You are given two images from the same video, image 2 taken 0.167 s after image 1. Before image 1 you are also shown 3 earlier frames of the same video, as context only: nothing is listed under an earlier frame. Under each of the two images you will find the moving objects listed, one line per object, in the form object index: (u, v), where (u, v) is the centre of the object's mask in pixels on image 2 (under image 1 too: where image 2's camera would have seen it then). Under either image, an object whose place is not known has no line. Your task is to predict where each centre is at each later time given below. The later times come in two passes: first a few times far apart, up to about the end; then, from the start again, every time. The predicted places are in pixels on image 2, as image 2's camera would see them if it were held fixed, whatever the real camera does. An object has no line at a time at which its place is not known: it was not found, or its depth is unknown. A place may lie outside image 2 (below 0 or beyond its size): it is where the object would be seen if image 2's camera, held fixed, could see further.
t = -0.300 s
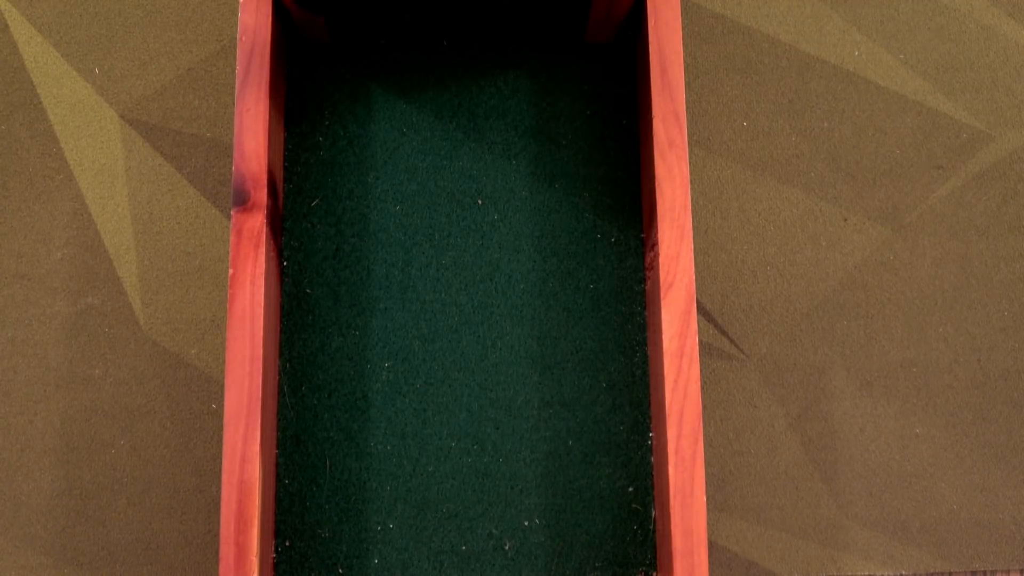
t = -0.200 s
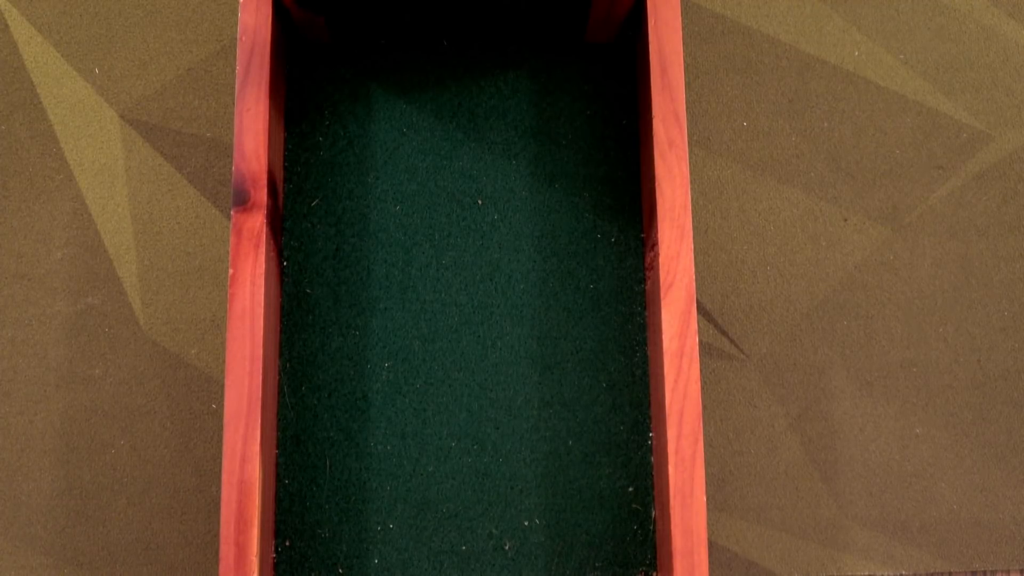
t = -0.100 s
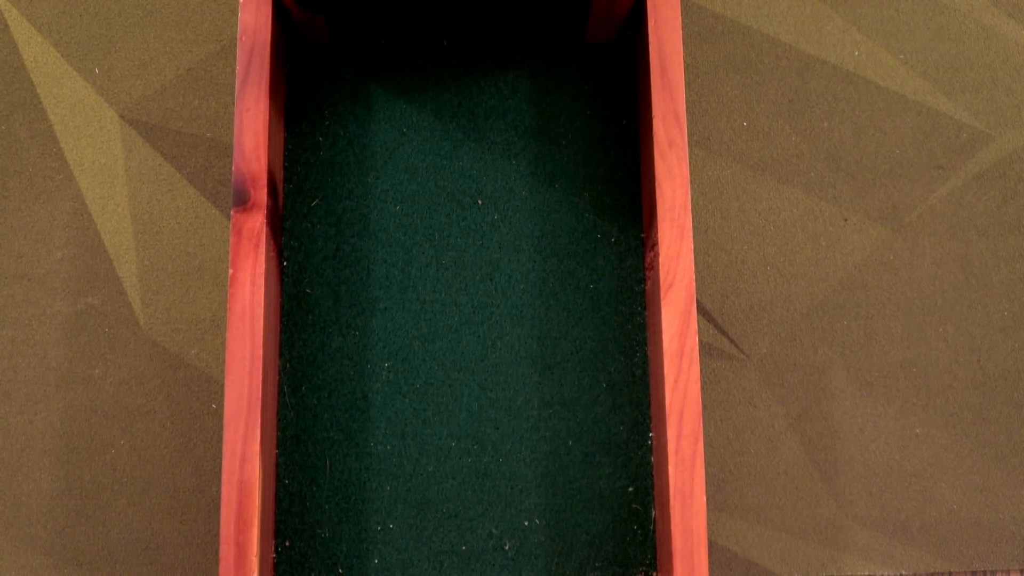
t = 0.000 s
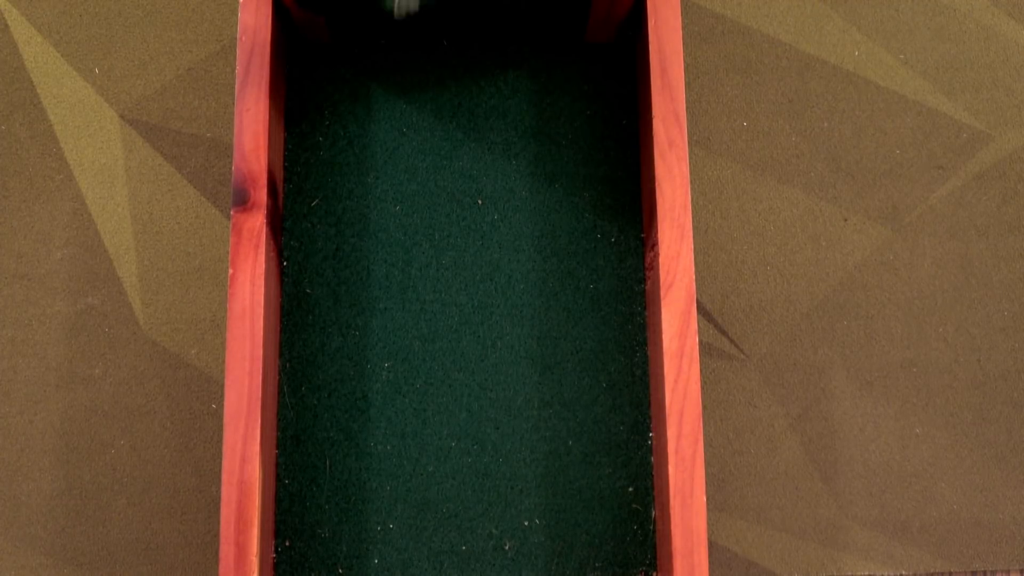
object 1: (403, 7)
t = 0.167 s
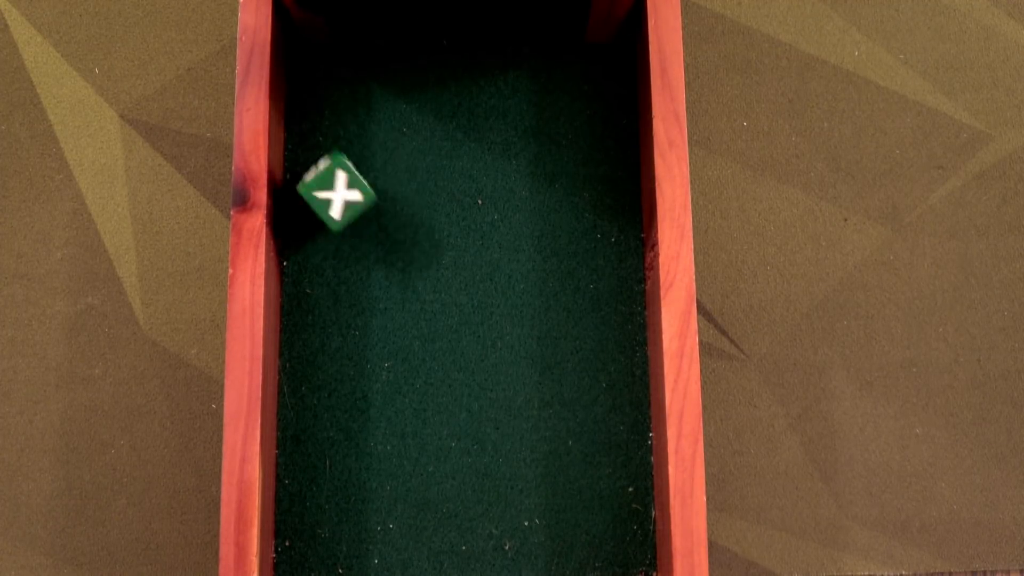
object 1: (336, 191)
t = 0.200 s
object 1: (343, 209)
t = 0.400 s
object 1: (323, 226)
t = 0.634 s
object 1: (323, 226)
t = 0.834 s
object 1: (323, 226)
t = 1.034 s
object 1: (323, 226)
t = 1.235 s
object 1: (323, 226)
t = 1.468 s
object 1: (323, 226)
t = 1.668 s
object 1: (323, 226)
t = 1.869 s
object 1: (323, 226)
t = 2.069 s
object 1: (323, 226)
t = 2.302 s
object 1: (323, 226)
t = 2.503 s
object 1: (323, 226)
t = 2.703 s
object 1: (323, 226)
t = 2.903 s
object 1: (323, 226)
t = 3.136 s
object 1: (323, 226)
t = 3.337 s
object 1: (323, 226)
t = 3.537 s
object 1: (323, 226)
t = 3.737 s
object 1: (323, 226)
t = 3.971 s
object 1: (323, 226)
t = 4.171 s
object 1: (323, 226)
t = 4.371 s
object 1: (323, 226)
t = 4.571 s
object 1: (323, 226)
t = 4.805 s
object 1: (323, 226)
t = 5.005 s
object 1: (323, 226)
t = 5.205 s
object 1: (323, 226)
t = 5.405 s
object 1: (323, 226)
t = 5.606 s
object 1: (323, 226)
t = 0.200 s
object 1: (343, 209)
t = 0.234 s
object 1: (340, 222)
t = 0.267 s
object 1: (330, 227)
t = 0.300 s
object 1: (324, 227)
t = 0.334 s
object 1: (323, 226)
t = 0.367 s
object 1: (323, 226)
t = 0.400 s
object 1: (323, 226)
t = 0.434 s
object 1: (323, 226)
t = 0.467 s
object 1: (323, 226)
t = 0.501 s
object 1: (323, 226)
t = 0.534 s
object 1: (323, 226)
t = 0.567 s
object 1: (323, 226)
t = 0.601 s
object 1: (323, 226)
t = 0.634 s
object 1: (323, 226)
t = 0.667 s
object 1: (323, 226)
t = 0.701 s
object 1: (323, 226)
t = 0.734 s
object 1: (323, 226)
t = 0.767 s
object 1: (323, 226)
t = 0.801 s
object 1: (323, 226)
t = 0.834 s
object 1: (323, 226)
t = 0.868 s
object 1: (323, 226)
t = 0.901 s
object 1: (323, 226)
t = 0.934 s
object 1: (323, 226)
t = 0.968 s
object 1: (323, 226)
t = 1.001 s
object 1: (323, 226)
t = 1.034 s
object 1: (323, 226)
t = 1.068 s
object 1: (323, 226)
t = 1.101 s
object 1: (323, 226)
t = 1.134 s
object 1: (323, 226)
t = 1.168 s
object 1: (323, 226)
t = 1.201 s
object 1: (323, 226)
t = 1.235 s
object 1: (323, 226)
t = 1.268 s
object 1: (323, 226)
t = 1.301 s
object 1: (323, 226)
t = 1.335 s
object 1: (323, 226)
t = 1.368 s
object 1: (323, 226)
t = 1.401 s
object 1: (323, 226)
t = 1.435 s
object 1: (323, 226)
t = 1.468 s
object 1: (323, 226)
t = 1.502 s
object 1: (323, 226)
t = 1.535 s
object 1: (323, 226)
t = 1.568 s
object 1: (323, 226)
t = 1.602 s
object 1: (323, 226)
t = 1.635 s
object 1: (323, 226)
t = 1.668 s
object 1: (323, 226)
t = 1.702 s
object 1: (323, 226)
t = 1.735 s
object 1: (323, 226)
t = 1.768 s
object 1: (323, 226)
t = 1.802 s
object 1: (323, 226)
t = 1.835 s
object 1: (323, 226)
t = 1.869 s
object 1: (323, 226)
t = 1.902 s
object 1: (323, 226)
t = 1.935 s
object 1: (323, 226)
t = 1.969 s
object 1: (323, 226)
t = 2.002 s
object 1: (323, 226)
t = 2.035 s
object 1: (323, 226)
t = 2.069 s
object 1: (323, 226)
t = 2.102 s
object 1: (323, 226)
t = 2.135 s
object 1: (323, 226)
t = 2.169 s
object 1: (323, 226)
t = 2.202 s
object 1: (323, 226)
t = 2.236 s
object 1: (323, 226)
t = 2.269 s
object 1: (323, 226)
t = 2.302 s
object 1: (323, 226)
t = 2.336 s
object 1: (323, 226)
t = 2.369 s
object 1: (323, 226)
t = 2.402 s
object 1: (323, 226)
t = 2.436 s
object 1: (323, 226)
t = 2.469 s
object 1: (323, 226)
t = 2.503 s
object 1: (323, 226)
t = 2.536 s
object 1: (323, 226)
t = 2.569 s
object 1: (323, 226)
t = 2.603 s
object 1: (323, 226)
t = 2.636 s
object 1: (323, 226)
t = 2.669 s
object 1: (323, 226)
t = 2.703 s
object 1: (323, 226)
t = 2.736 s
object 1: (323, 226)
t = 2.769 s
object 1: (323, 226)
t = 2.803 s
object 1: (323, 226)
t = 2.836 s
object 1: (323, 226)
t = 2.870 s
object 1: (323, 226)
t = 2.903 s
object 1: (323, 226)
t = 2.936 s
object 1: (323, 226)
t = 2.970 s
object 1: (323, 226)
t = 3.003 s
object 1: (323, 226)
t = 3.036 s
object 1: (323, 226)
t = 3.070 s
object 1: (323, 226)
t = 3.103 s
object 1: (323, 226)
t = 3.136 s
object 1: (323, 226)
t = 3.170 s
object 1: (323, 226)
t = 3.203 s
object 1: (323, 226)
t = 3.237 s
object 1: (323, 226)
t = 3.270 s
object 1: (323, 226)
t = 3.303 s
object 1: (323, 226)
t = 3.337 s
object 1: (323, 226)
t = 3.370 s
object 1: (323, 226)
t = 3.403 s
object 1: (323, 226)
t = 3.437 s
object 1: (323, 226)
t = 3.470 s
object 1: (323, 226)
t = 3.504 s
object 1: (323, 226)
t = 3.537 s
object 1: (323, 226)
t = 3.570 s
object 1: (323, 226)
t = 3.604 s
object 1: (323, 226)
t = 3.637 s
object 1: (323, 226)
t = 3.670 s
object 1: (323, 226)
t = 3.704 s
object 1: (323, 226)
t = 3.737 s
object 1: (323, 226)
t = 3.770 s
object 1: (323, 226)
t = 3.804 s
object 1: (323, 226)
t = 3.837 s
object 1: (323, 226)
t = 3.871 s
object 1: (323, 226)
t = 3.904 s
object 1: (323, 226)
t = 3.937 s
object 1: (323, 226)
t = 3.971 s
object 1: (323, 226)
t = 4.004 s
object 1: (323, 226)
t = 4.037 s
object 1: (323, 226)
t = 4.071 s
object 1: (323, 226)
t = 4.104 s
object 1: (323, 226)
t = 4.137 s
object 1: (323, 226)
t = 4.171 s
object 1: (323, 226)
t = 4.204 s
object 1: (323, 226)
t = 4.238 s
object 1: (323, 226)
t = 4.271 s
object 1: (323, 226)
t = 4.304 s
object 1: (323, 226)
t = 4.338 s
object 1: (323, 226)
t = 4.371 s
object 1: (323, 226)
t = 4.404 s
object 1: (323, 226)
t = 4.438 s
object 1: (323, 226)
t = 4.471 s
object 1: (323, 226)
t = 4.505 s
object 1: (323, 226)
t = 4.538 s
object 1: (323, 226)
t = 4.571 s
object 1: (323, 226)
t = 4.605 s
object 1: (323, 226)
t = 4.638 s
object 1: (323, 226)
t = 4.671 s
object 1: (323, 226)
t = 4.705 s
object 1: (323, 226)
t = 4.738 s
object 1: (323, 226)
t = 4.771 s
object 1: (323, 226)
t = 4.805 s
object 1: (323, 226)
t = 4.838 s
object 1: (323, 226)
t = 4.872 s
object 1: (323, 226)
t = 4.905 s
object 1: (323, 226)
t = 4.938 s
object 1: (323, 226)
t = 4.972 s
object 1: (323, 226)
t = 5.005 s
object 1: (323, 226)
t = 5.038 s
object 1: (323, 226)
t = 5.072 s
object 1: (323, 226)
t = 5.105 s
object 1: (323, 226)
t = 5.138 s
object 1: (323, 226)
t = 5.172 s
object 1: (323, 226)
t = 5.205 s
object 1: (323, 226)
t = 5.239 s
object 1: (323, 226)
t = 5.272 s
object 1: (323, 226)
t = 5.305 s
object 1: (323, 226)
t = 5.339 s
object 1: (323, 226)
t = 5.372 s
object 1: (323, 226)
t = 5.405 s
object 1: (323, 226)
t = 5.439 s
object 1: (323, 226)
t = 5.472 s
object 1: (323, 226)
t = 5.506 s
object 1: (323, 226)
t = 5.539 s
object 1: (323, 226)
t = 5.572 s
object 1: (323, 226)
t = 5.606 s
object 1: (323, 226)
